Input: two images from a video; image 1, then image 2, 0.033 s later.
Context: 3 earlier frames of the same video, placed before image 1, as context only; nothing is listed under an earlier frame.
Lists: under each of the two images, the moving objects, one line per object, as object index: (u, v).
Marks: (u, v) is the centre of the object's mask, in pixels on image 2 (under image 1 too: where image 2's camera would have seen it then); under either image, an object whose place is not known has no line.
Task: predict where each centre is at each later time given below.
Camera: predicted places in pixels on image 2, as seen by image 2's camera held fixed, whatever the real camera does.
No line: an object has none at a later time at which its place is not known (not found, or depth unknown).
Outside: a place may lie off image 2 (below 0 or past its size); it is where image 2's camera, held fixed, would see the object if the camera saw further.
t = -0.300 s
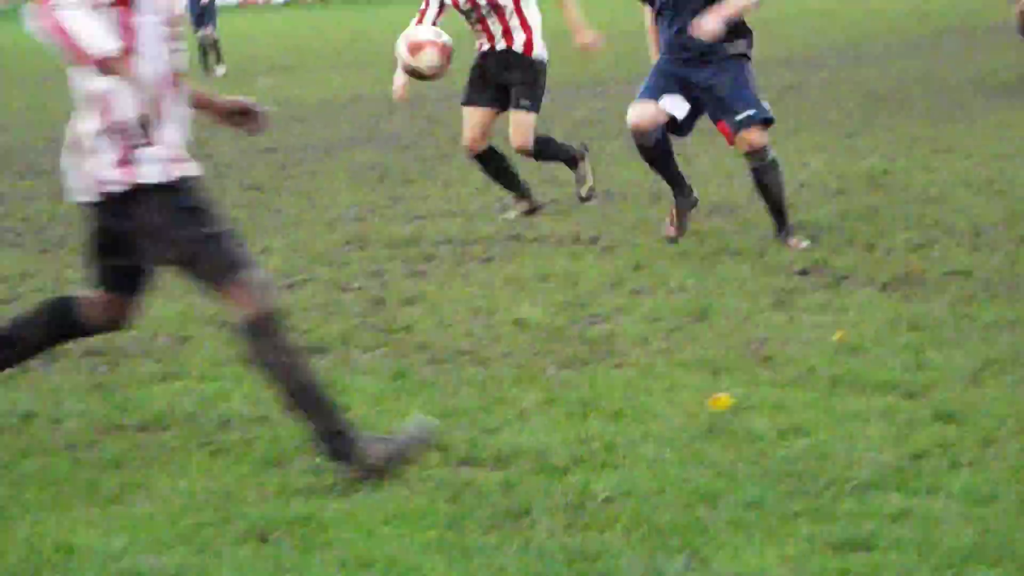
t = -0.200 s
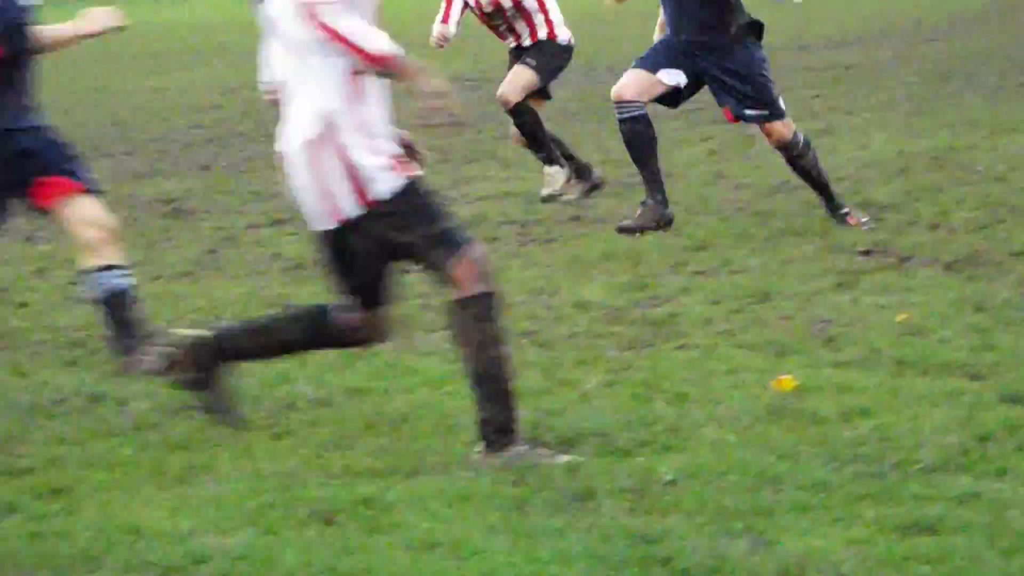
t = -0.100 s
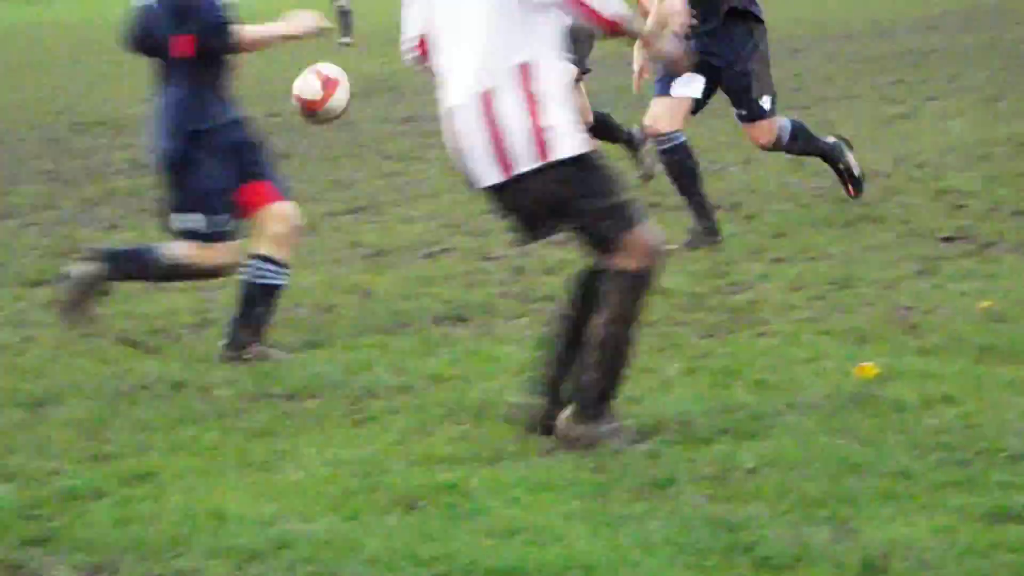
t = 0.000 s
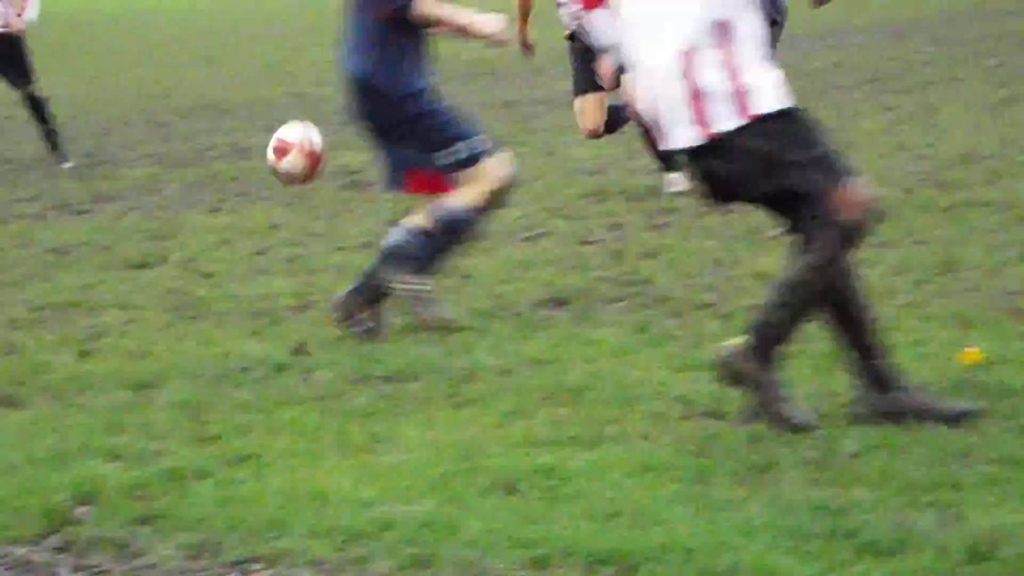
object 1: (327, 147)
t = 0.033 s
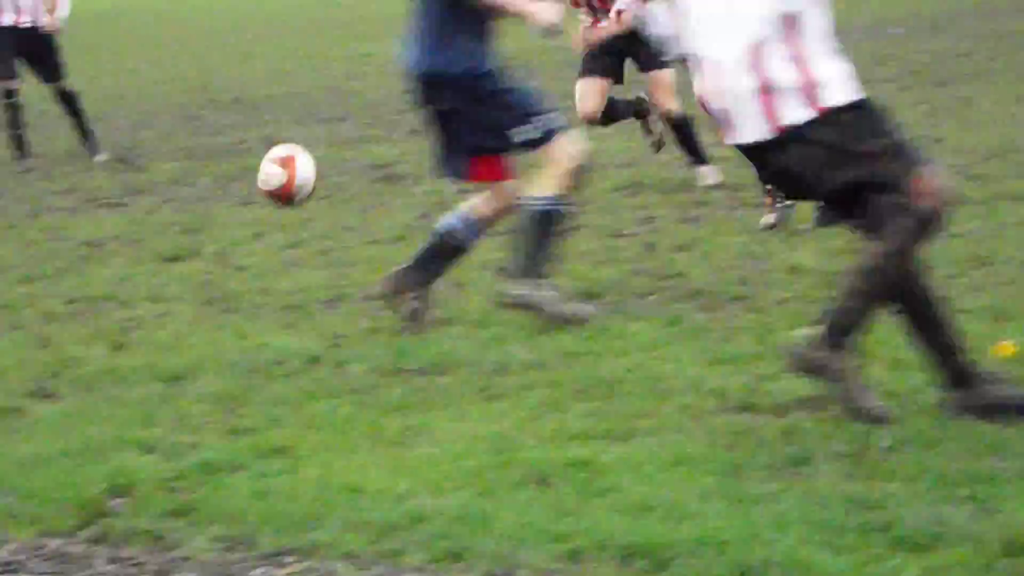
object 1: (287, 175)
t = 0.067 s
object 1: (247, 208)
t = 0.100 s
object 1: (204, 245)
